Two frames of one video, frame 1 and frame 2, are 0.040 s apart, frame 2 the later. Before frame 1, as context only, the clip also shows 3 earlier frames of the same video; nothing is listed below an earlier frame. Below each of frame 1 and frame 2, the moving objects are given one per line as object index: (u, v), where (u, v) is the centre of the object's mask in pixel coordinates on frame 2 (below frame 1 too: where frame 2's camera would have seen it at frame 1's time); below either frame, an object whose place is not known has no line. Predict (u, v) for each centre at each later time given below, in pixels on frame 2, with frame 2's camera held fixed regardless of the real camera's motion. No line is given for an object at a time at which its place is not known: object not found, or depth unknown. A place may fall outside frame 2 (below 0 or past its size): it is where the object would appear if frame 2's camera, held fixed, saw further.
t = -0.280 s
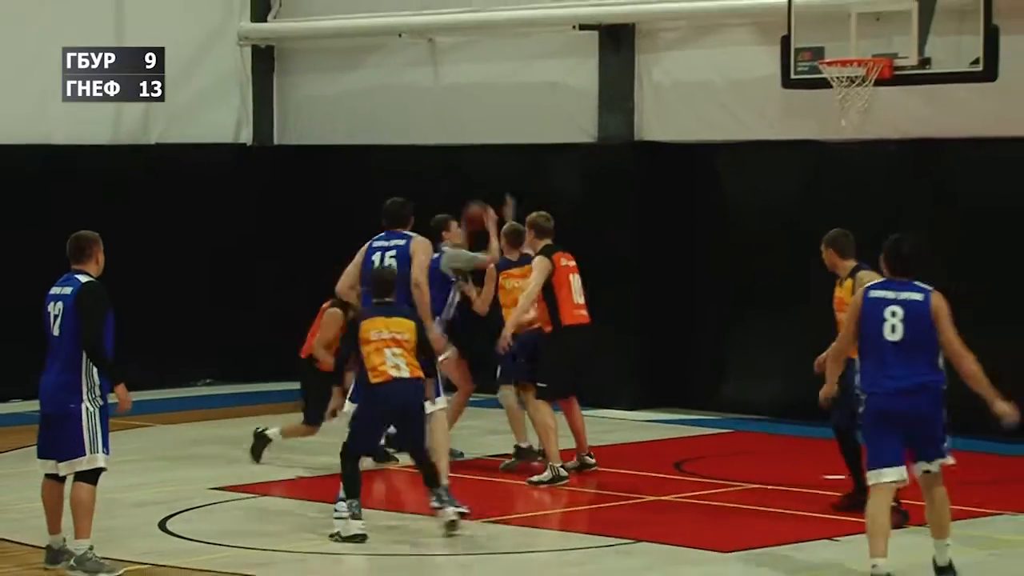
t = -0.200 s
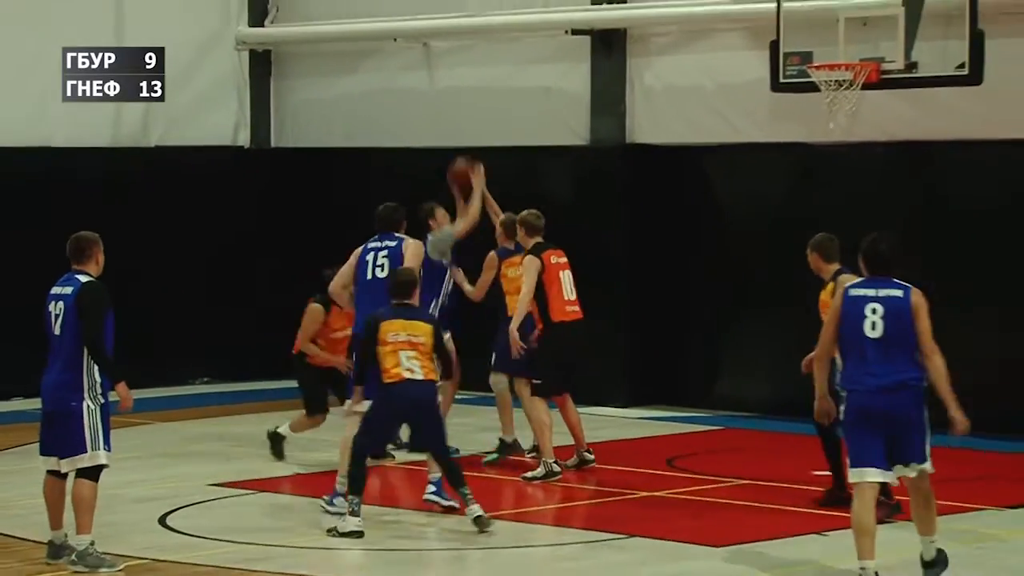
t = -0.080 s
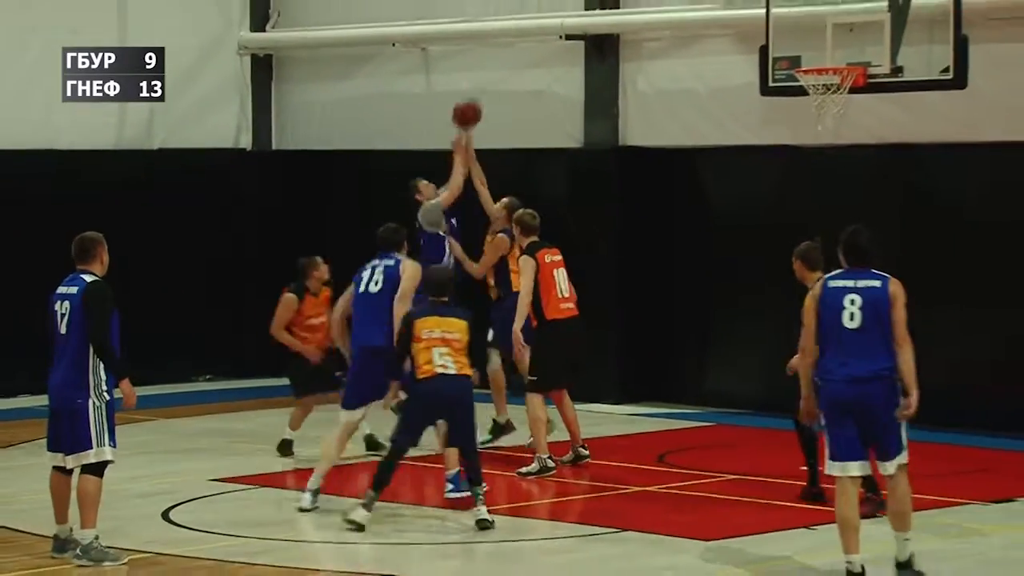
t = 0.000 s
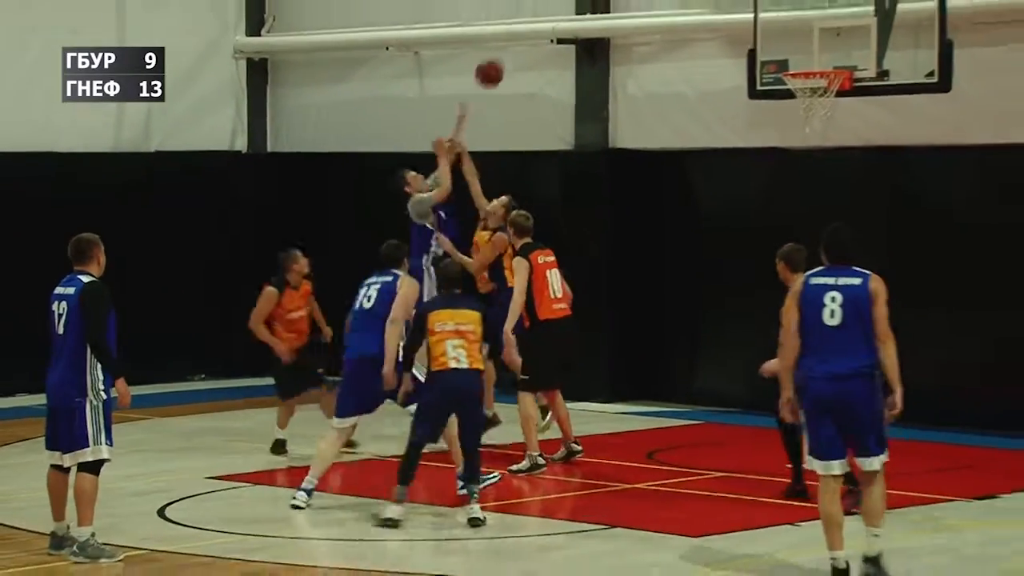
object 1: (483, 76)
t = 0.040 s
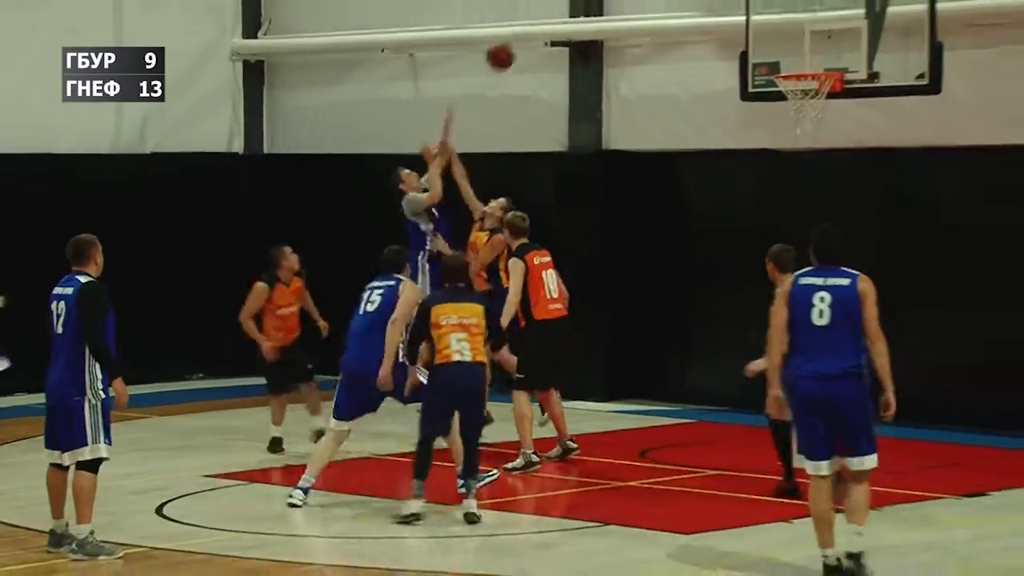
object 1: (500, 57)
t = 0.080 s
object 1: (517, 39)
